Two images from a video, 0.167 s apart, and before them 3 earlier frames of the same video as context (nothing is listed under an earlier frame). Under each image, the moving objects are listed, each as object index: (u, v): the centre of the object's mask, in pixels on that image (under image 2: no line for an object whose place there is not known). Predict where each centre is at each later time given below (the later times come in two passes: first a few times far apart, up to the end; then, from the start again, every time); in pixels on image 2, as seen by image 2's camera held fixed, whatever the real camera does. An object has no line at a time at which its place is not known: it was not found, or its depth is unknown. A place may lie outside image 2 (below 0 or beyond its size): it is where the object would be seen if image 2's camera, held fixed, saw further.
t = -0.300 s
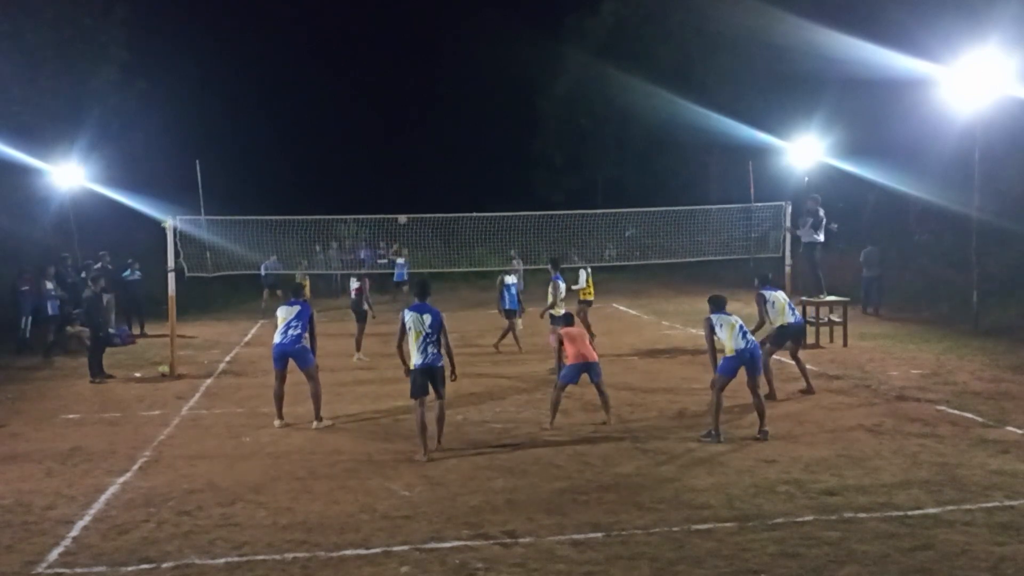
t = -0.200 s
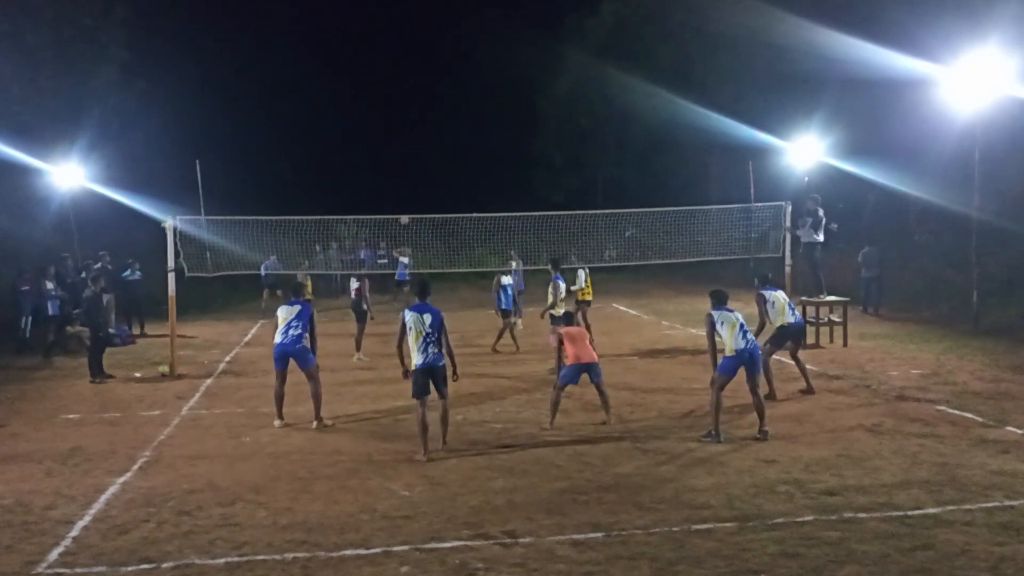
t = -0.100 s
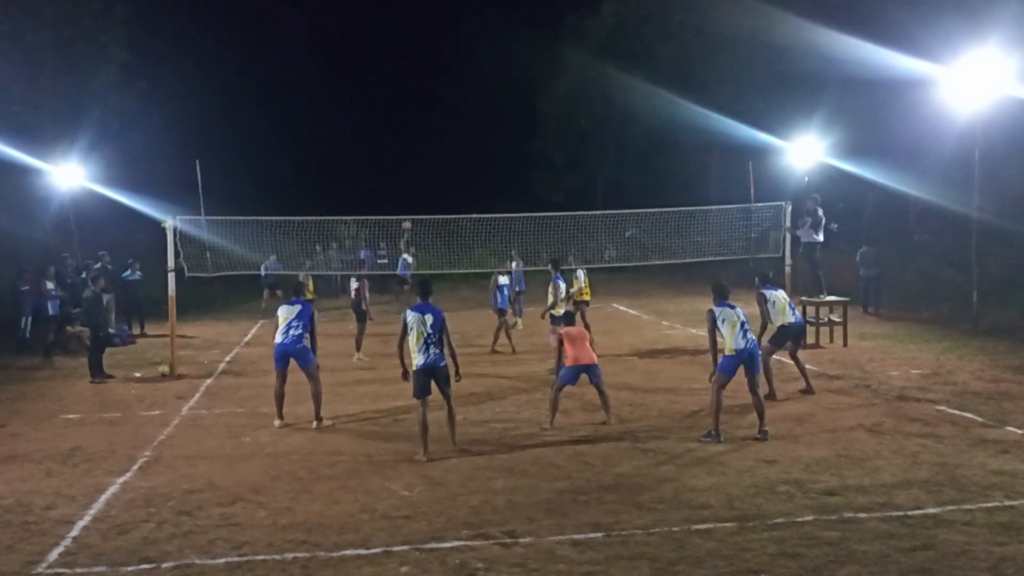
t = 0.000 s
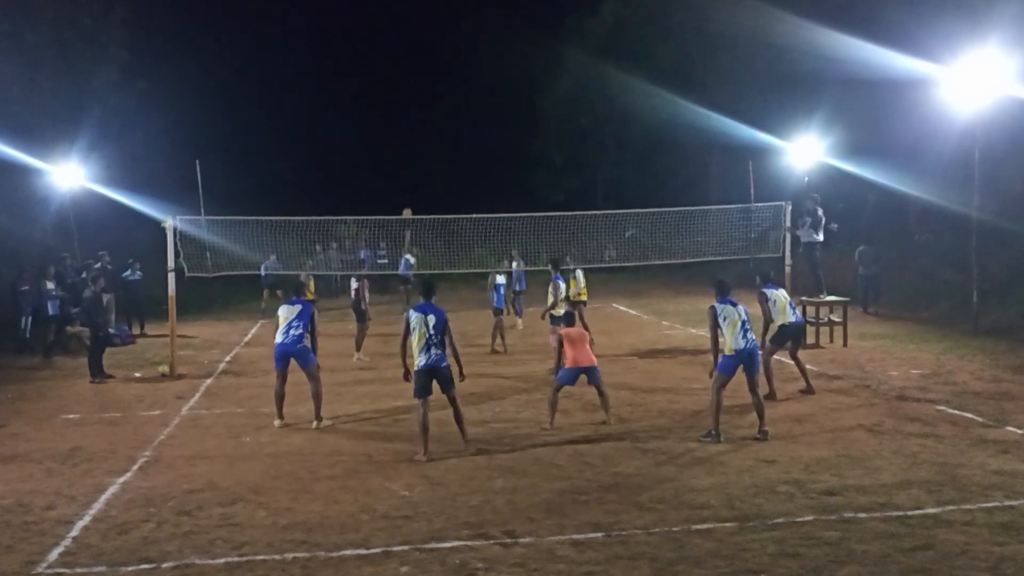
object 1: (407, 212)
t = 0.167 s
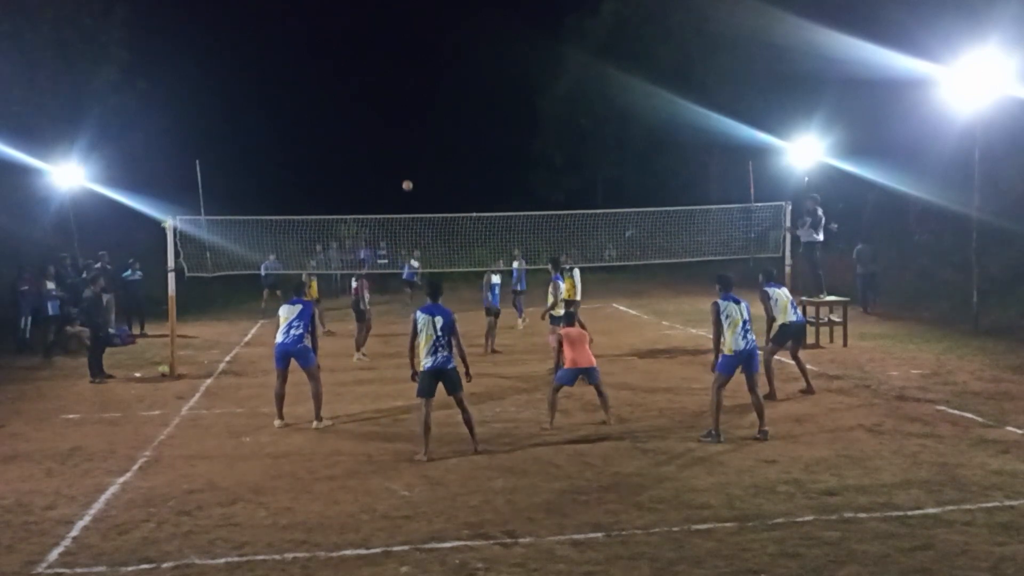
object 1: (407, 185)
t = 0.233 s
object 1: (408, 177)
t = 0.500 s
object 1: (413, 161)
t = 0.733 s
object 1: (419, 177)
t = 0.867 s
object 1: (420, 204)
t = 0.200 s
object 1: (408, 181)
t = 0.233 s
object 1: (408, 177)
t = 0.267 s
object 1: (408, 173)
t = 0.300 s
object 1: (409, 170)
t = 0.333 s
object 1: (409, 167)
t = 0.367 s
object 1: (410, 165)
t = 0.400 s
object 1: (411, 163)
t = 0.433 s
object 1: (411, 162)
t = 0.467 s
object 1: (412, 161)
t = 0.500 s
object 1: (413, 161)
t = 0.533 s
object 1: (414, 161)
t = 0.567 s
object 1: (415, 162)
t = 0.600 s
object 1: (416, 164)
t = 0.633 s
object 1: (417, 166)
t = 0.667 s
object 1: (417, 168)
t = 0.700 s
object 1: (418, 172)
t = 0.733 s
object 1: (419, 177)
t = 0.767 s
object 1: (419, 182)
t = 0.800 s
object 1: (420, 188)
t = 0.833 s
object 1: (420, 196)
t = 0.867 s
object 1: (420, 204)
